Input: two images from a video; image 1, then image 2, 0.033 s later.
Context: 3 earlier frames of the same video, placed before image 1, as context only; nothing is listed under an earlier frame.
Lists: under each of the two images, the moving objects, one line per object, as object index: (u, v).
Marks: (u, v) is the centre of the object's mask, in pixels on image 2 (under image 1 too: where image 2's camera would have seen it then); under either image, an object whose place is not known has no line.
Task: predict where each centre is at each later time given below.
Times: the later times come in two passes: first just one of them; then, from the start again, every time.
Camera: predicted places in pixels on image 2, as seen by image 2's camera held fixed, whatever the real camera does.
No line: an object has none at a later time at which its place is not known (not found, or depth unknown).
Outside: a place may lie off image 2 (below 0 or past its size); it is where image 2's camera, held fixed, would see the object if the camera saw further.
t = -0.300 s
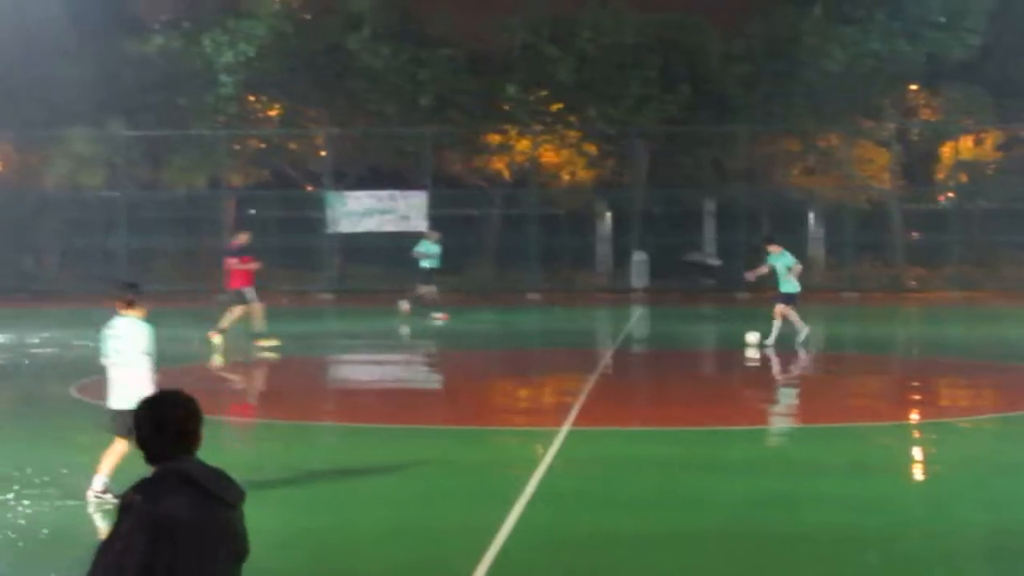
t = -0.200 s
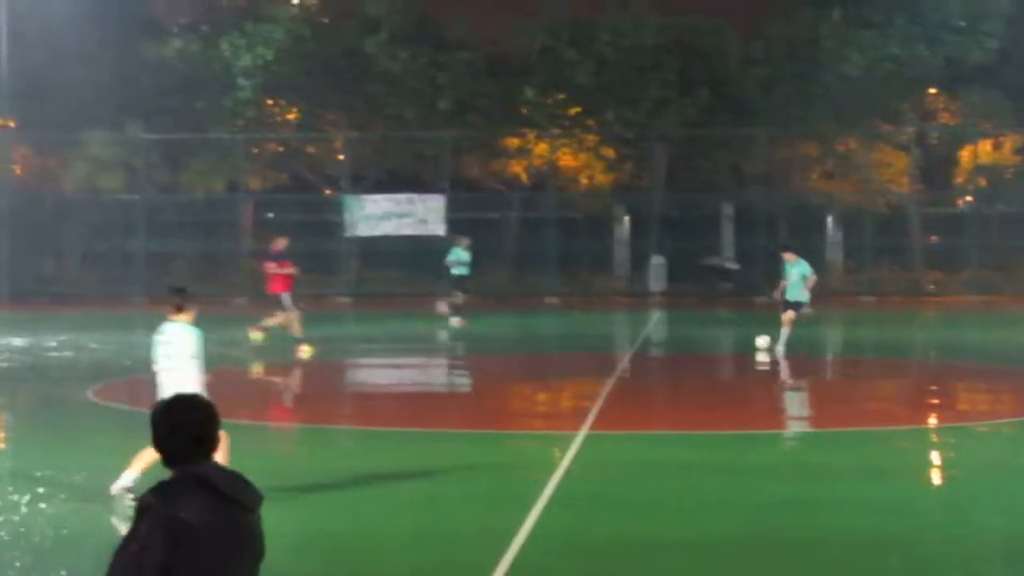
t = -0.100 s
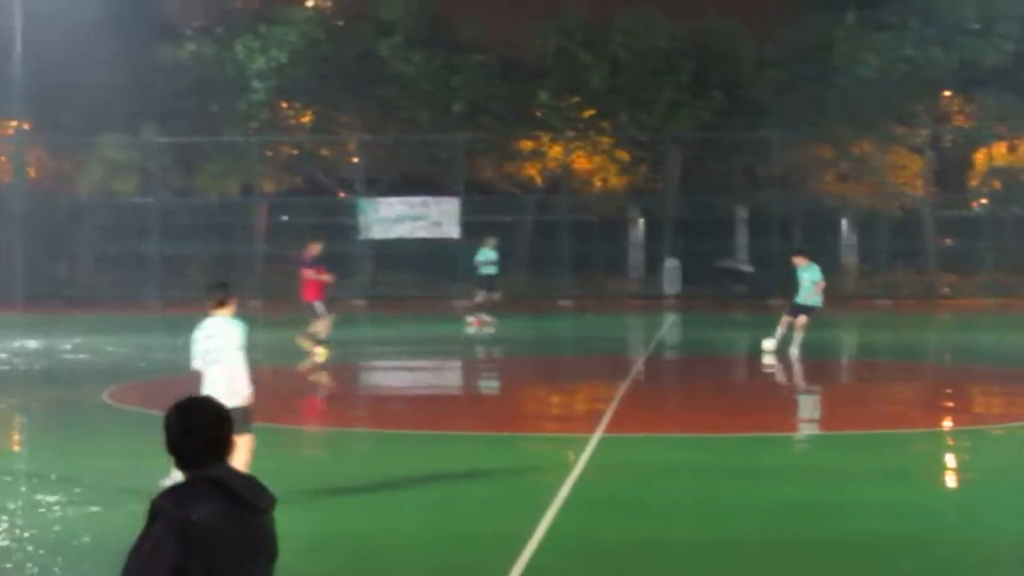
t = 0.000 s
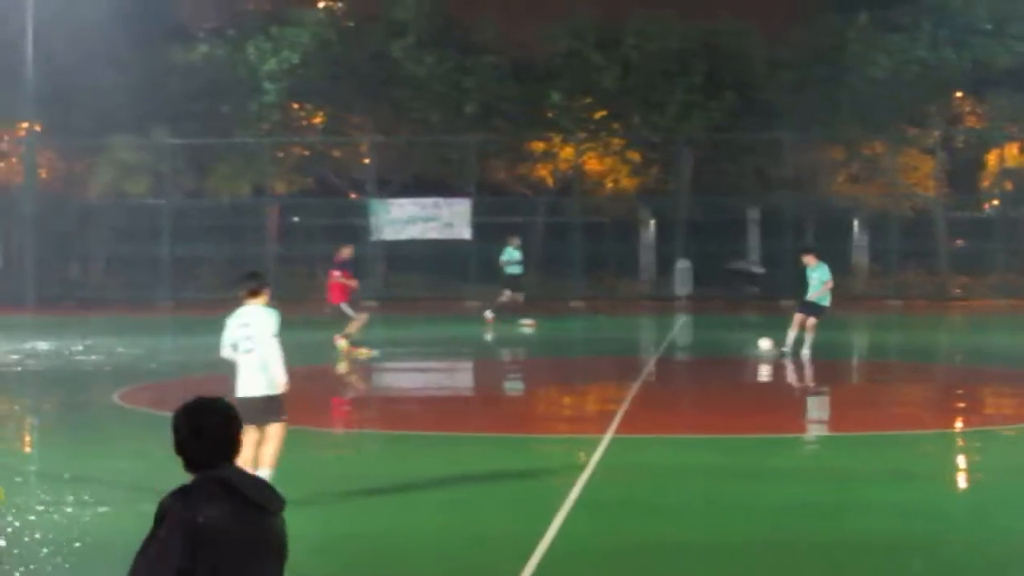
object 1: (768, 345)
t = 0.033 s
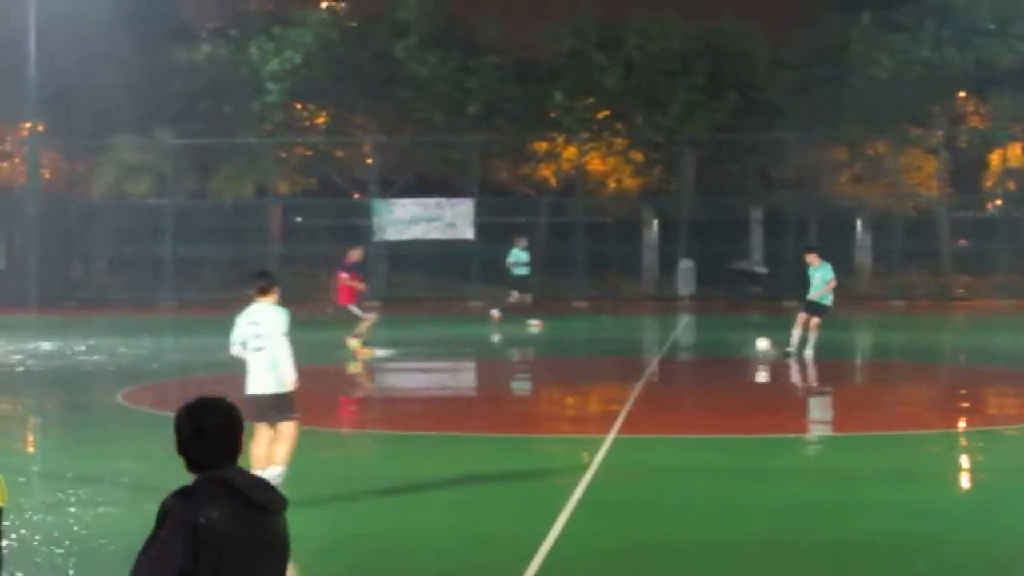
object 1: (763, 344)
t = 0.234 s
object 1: (732, 355)
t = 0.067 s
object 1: (758, 344)
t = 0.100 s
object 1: (752, 345)
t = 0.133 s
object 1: (747, 347)
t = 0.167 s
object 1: (742, 348)
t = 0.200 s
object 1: (737, 352)
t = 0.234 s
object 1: (732, 355)
